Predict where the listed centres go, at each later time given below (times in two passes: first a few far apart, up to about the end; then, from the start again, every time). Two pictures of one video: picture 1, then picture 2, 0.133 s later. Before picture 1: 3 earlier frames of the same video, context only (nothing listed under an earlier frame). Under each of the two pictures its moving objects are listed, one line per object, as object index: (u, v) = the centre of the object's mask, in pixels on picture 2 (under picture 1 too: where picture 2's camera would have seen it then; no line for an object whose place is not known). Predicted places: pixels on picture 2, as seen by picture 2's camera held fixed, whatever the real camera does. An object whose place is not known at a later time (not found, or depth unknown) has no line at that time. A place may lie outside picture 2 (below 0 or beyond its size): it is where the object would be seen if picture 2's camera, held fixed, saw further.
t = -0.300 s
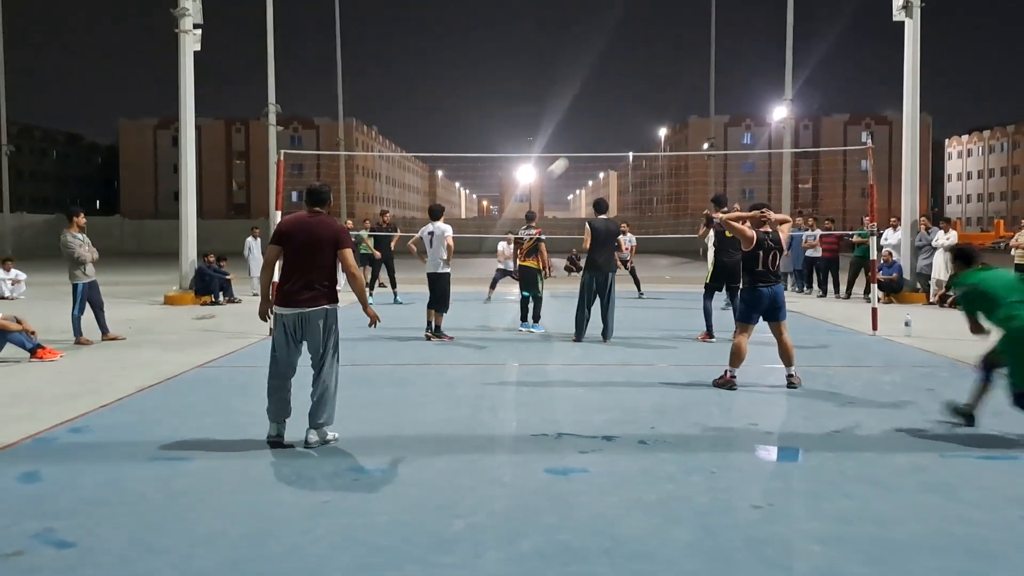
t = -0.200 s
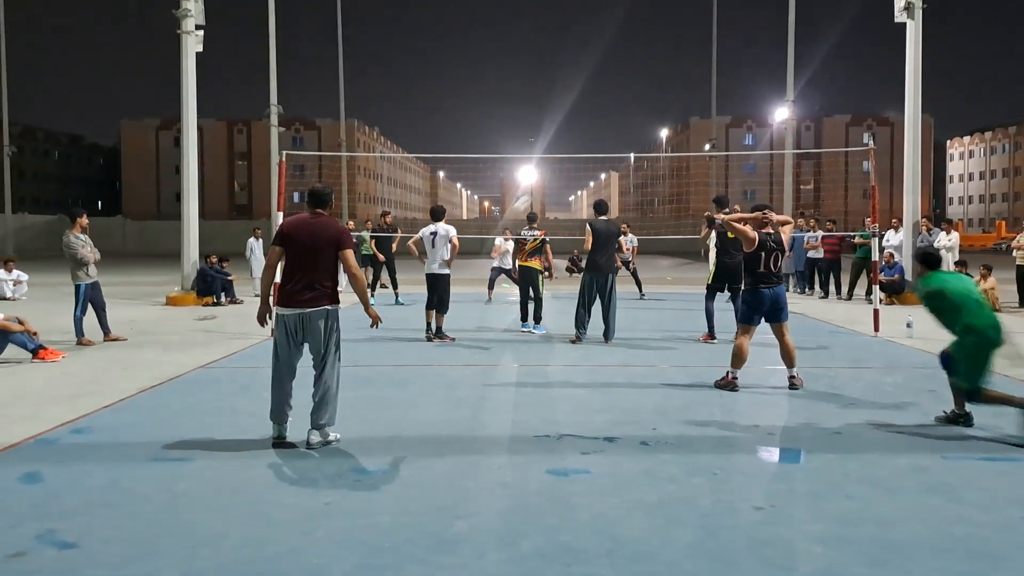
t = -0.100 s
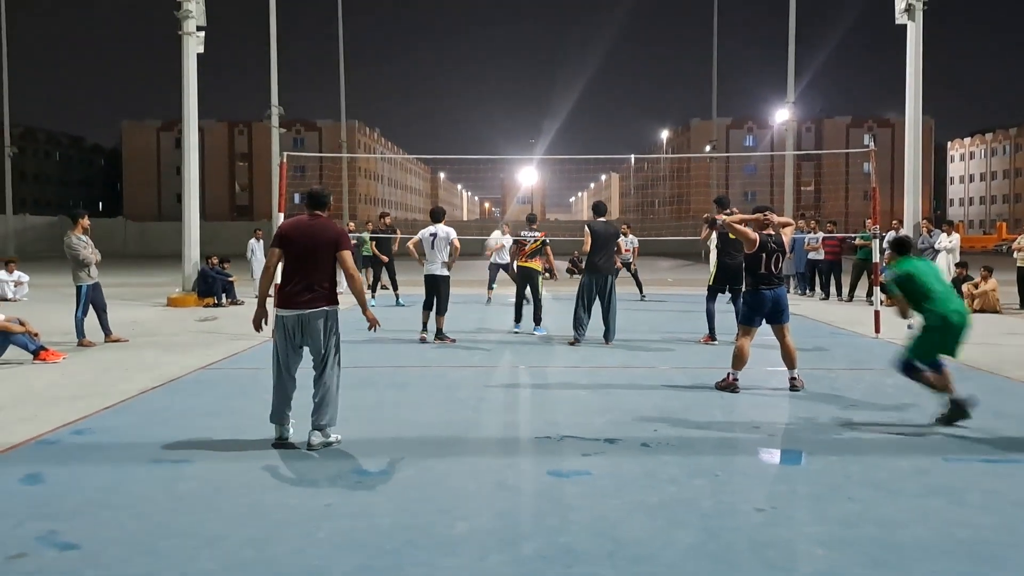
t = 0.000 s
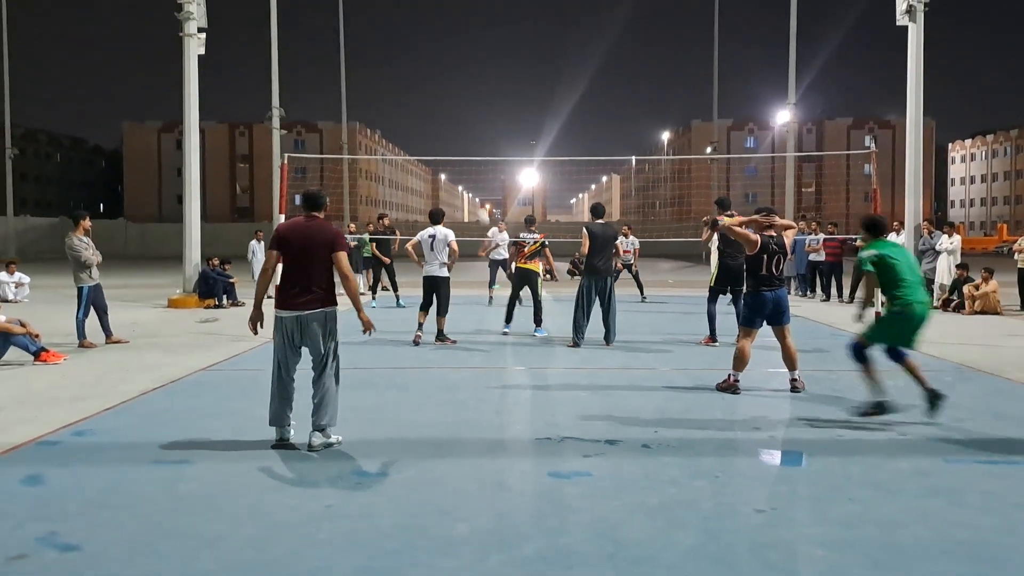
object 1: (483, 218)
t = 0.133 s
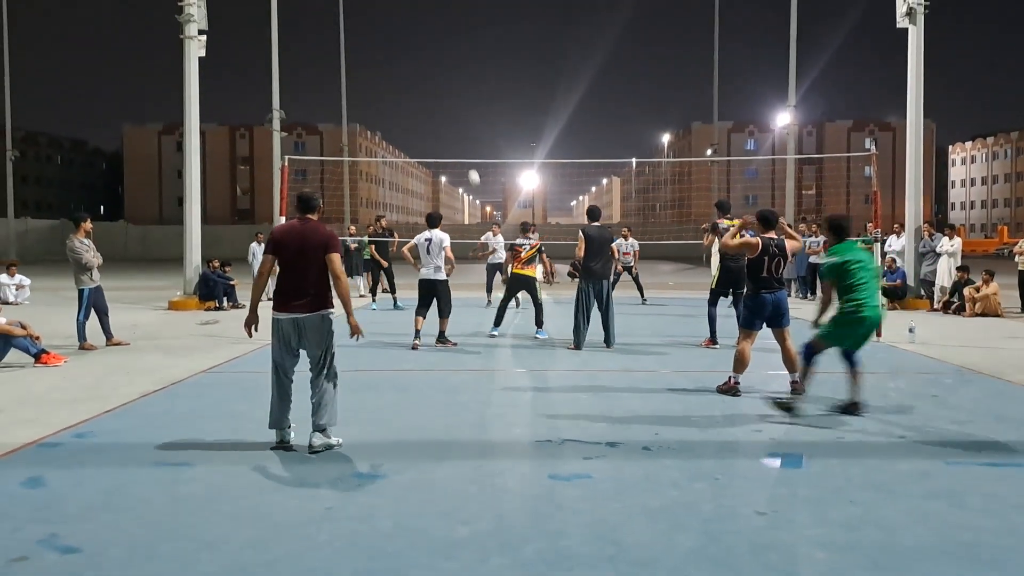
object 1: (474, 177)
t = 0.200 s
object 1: (469, 160)
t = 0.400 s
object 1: (452, 119)
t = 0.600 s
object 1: (434, 96)
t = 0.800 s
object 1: (415, 93)
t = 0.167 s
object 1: (471, 169)
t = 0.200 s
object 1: (469, 160)
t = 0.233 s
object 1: (466, 152)
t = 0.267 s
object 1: (463, 144)
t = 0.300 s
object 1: (460, 137)
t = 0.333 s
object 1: (457, 130)
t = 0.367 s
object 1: (455, 124)
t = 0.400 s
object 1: (452, 119)
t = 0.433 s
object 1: (449, 113)
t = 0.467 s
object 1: (446, 109)
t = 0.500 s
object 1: (443, 105)
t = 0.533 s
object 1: (440, 101)
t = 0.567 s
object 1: (437, 98)
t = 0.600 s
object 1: (434, 96)
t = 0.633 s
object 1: (431, 94)
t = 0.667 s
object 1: (427, 93)
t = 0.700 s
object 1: (424, 92)
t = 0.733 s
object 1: (421, 92)
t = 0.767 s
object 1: (418, 92)
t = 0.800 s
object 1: (415, 93)
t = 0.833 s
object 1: (411, 95)
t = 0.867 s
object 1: (408, 97)
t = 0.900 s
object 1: (405, 100)
